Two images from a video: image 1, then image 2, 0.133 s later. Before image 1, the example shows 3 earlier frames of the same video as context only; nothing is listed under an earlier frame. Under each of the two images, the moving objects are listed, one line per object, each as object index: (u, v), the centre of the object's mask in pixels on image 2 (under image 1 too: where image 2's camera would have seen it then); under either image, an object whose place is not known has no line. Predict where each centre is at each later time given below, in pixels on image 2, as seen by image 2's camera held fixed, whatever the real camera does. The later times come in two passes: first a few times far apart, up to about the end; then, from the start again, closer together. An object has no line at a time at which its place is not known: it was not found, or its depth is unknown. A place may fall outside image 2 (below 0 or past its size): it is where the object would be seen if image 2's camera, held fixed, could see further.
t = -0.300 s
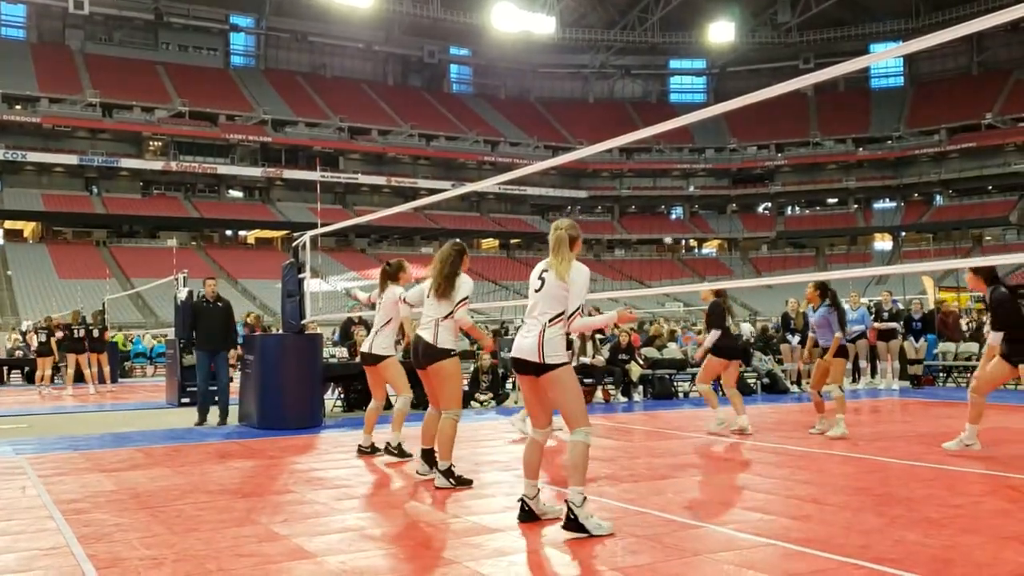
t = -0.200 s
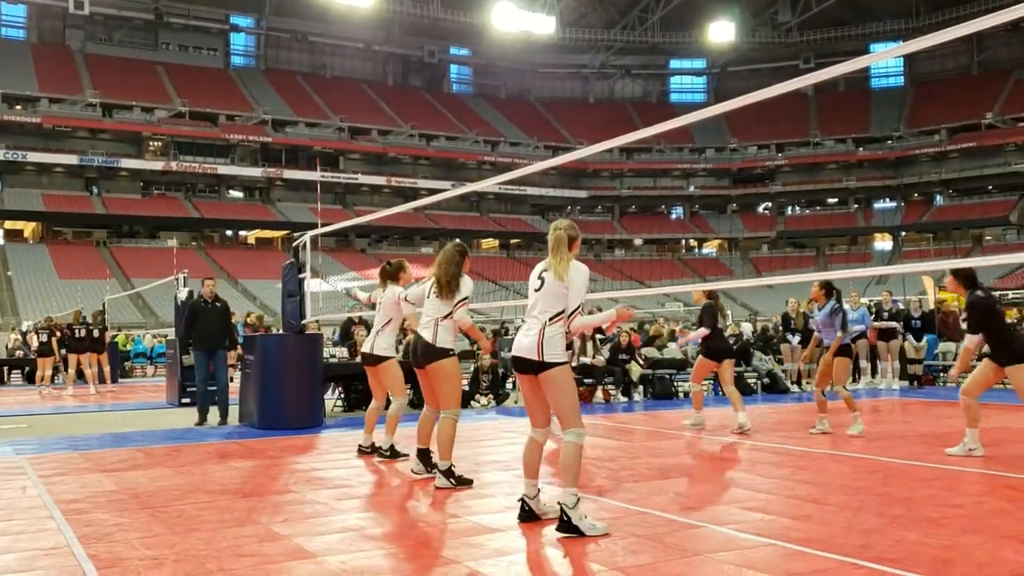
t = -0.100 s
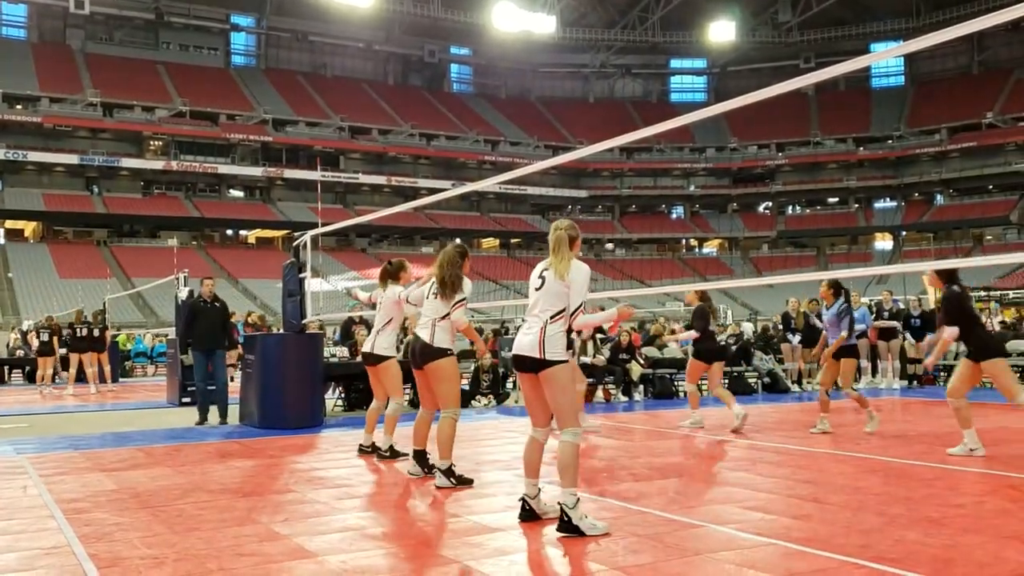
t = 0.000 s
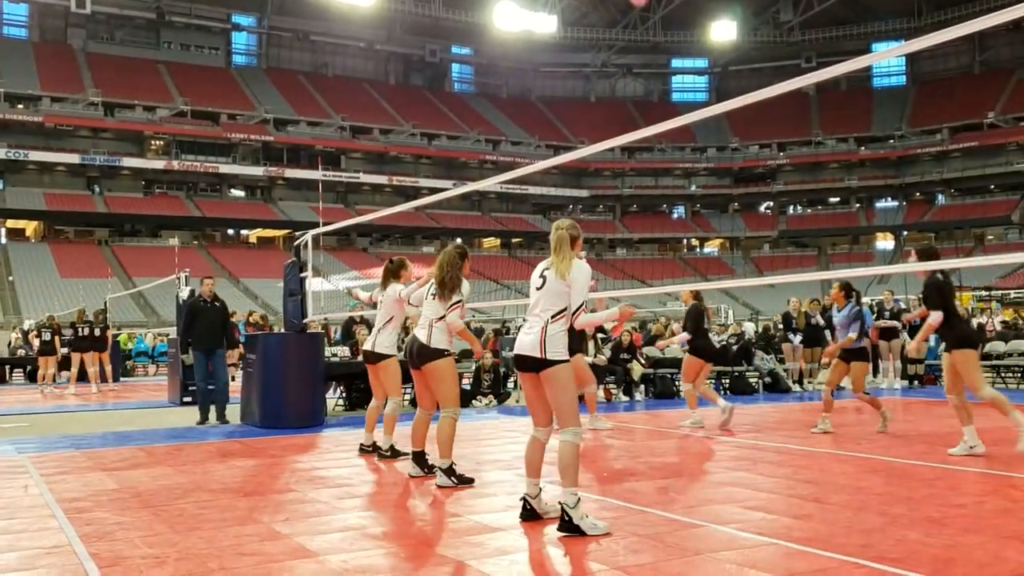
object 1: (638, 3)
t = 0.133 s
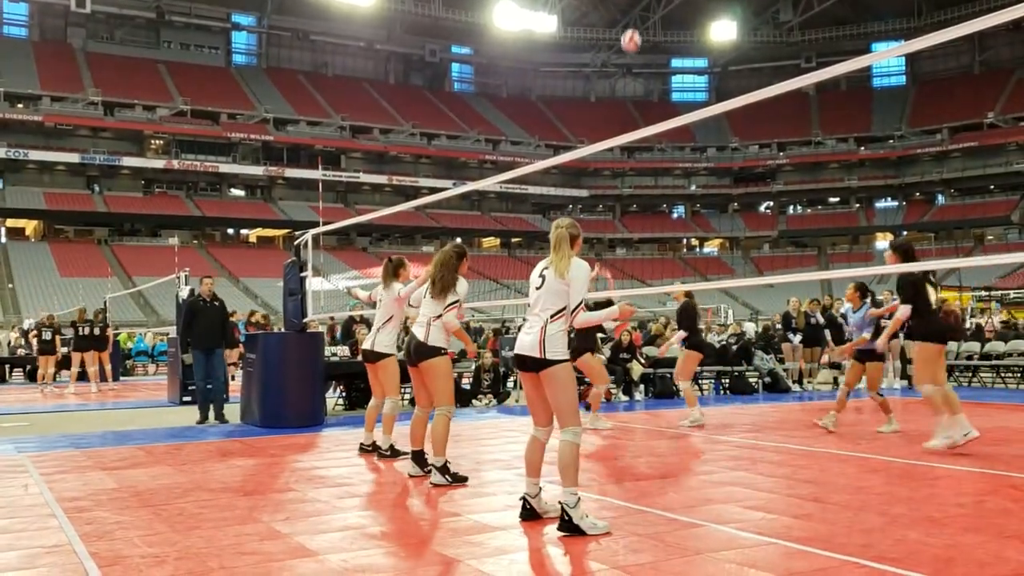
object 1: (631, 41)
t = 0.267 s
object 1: (622, 101)
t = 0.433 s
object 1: (612, 194)
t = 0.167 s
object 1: (629, 55)
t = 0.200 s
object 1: (627, 70)
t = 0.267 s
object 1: (622, 101)
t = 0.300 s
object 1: (620, 118)
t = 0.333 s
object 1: (618, 130)
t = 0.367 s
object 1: (617, 156)
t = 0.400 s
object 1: (614, 175)
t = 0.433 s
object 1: (612, 194)
